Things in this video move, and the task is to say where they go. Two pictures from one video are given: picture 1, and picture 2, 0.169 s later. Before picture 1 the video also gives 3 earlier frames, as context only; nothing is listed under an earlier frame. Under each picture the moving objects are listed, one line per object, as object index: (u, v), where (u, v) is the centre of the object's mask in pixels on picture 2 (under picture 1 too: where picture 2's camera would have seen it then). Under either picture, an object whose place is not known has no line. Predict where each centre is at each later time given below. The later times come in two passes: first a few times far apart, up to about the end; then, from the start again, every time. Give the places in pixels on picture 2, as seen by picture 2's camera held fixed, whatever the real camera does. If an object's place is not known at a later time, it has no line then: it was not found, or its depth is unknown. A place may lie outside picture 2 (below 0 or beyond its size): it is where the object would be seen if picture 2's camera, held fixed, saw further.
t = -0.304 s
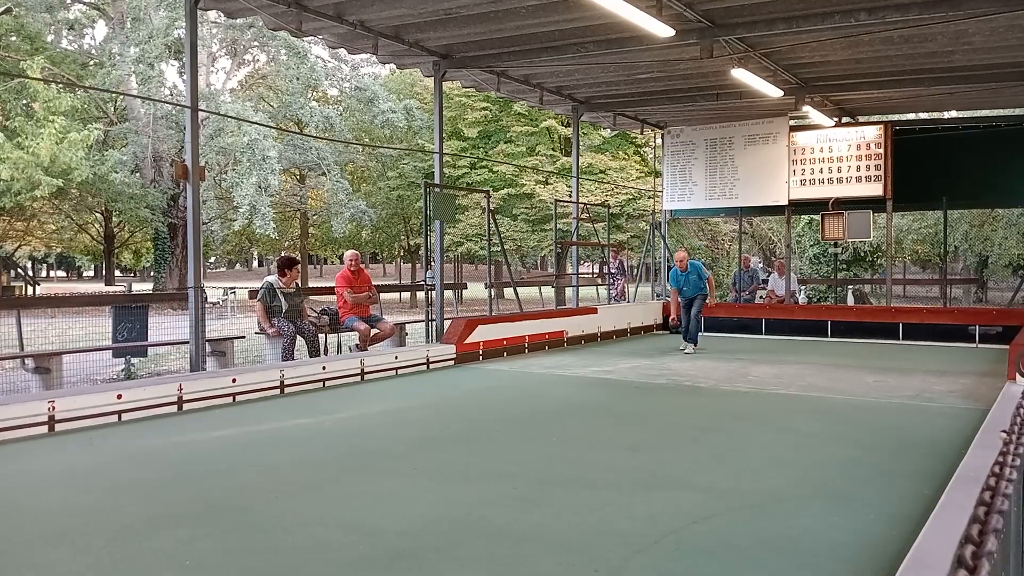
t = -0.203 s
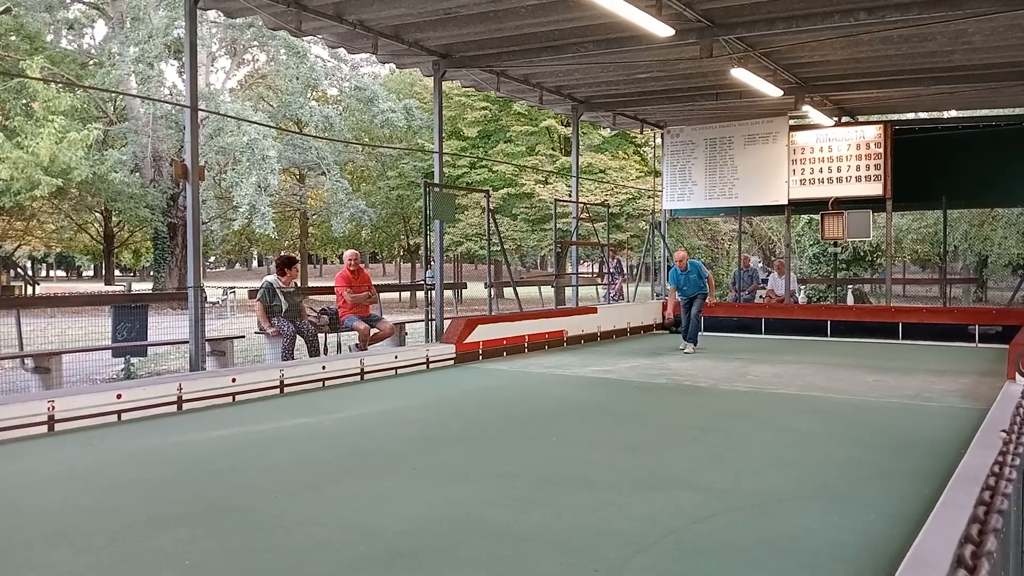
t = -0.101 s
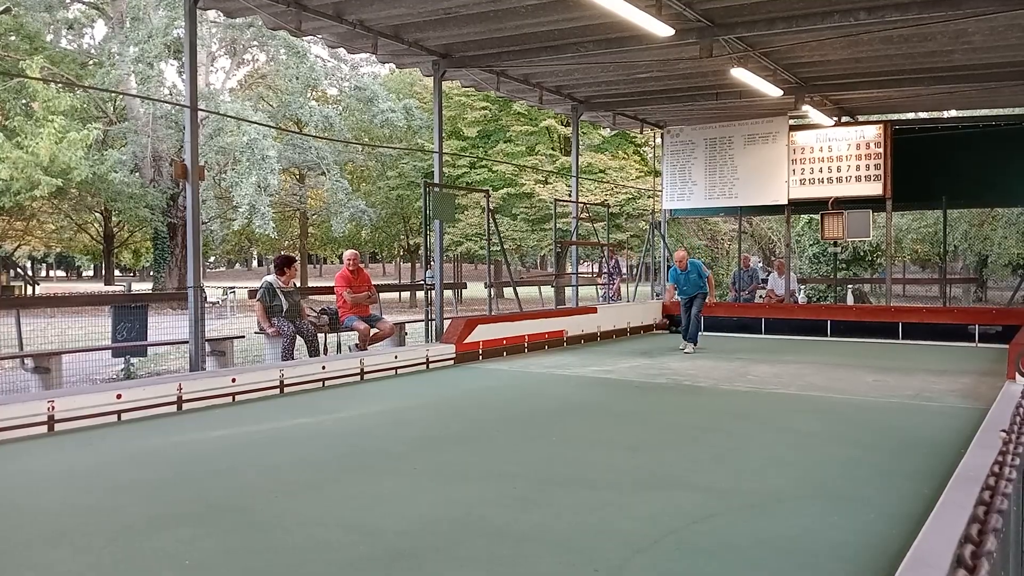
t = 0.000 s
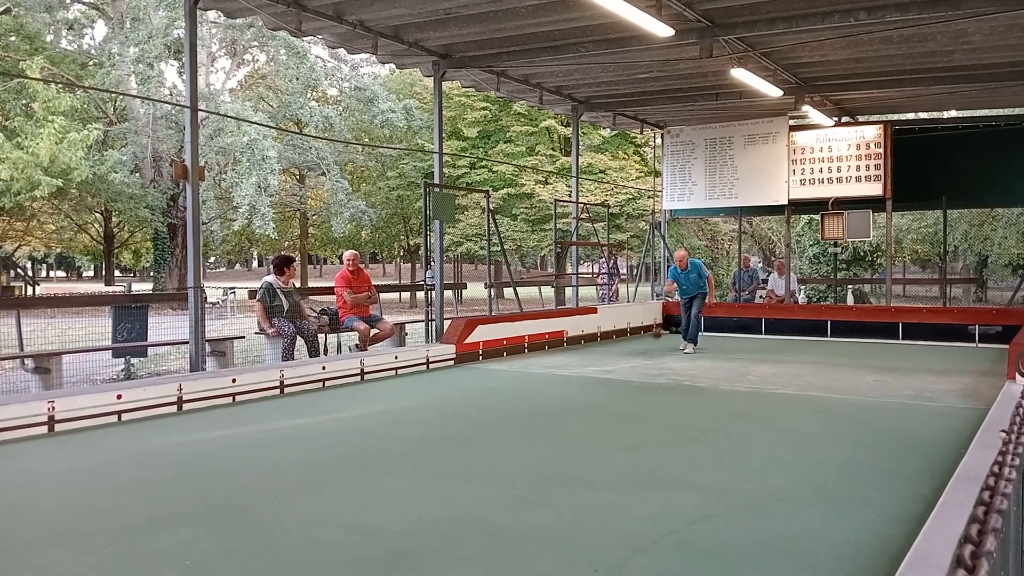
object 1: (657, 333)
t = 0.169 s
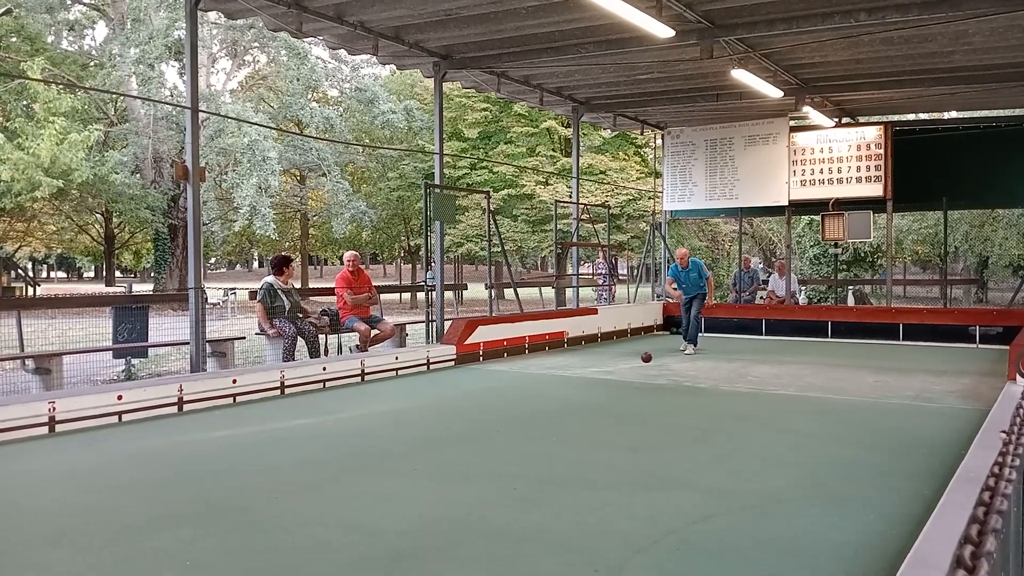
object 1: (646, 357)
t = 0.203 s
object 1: (644, 357)
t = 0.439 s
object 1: (630, 367)
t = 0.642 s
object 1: (617, 373)
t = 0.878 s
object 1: (600, 381)
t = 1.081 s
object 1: (583, 388)
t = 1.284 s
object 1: (565, 397)
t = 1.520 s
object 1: (541, 407)
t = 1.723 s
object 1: (518, 418)
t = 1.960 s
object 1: (490, 431)
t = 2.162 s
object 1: (461, 444)
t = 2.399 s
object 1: (420, 463)
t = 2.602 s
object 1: (379, 481)
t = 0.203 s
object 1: (644, 357)
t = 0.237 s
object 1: (643, 357)
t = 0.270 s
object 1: (641, 358)
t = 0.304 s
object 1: (639, 361)
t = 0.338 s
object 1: (637, 364)
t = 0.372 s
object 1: (635, 364)
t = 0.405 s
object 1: (633, 365)
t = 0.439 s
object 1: (630, 367)
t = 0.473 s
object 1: (629, 368)
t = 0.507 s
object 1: (626, 369)
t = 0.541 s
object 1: (624, 370)
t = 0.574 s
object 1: (622, 371)
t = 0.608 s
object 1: (619, 372)
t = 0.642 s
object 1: (617, 373)
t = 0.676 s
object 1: (615, 374)
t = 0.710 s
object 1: (612, 375)
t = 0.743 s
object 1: (610, 376)
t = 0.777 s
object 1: (607, 377)
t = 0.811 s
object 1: (605, 378)
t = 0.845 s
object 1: (602, 380)
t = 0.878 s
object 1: (600, 381)
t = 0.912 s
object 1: (597, 382)
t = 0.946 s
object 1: (594, 383)
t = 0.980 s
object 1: (592, 384)
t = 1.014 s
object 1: (589, 385)
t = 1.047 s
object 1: (586, 387)
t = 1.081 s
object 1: (583, 388)
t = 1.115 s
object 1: (580, 389)
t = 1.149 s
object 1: (577, 390)
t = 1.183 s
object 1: (574, 392)
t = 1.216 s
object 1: (572, 393)
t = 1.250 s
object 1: (568, 395)
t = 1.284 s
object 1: (565, 397)
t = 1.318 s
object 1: (562, 397)
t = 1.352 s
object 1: (559, 400)
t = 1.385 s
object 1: (555, 400)
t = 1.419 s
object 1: (552, 403)
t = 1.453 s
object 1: (548, 404)
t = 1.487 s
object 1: (544, 405)
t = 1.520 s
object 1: (541, 407)
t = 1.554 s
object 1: (538, 409)
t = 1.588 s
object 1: (534, 410)
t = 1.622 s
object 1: (530, 412)
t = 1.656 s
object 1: (527, 413)
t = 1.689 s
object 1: (523, 416)
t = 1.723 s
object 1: (518, 418)
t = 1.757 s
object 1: (516, 419)
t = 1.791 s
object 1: (514, 421)
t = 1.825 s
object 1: (510, 423)
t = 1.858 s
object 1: (504, 426)
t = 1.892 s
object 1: (500, 427)
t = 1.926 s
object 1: (494, 429)
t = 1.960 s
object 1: (490, 431)
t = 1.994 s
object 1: (485, 433)
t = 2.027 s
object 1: (481, 434)
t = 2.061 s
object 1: (476, 437)
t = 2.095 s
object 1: (471, 439)
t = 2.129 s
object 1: (466, 441)
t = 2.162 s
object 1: (461, 444)
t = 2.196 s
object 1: (456, 446)
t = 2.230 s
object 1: (450, 448)
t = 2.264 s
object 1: (444, 451)
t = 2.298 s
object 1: (439, 454)
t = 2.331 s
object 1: (432, 457)
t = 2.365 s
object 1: (426, 460)
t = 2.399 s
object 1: (420, 463)
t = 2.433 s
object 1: (414, 467)
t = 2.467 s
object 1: (407, 470)
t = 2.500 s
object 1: (399, 472)
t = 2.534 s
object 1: (392, 475)
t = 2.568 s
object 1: (386, 478)
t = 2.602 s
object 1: (379, 481)
